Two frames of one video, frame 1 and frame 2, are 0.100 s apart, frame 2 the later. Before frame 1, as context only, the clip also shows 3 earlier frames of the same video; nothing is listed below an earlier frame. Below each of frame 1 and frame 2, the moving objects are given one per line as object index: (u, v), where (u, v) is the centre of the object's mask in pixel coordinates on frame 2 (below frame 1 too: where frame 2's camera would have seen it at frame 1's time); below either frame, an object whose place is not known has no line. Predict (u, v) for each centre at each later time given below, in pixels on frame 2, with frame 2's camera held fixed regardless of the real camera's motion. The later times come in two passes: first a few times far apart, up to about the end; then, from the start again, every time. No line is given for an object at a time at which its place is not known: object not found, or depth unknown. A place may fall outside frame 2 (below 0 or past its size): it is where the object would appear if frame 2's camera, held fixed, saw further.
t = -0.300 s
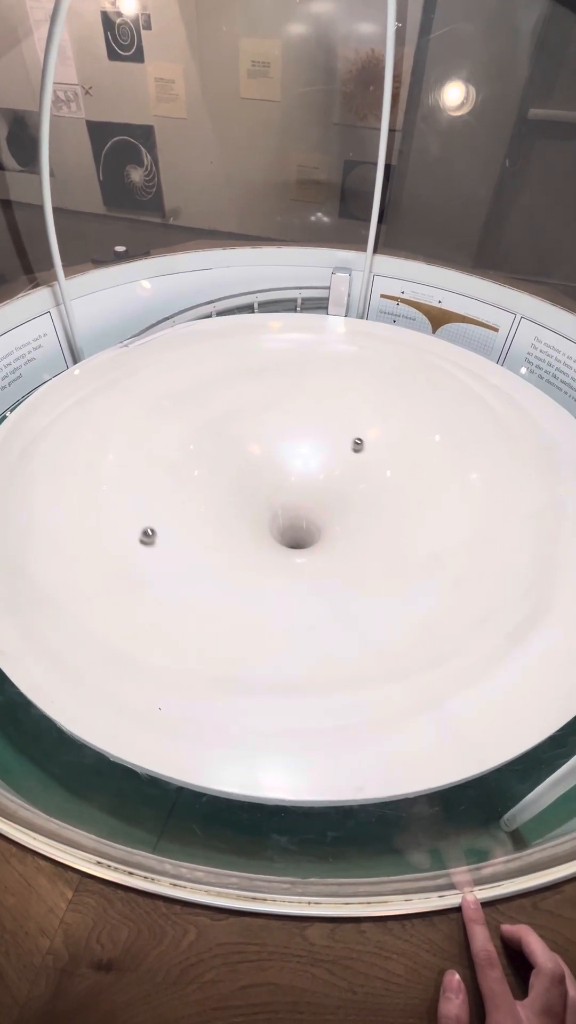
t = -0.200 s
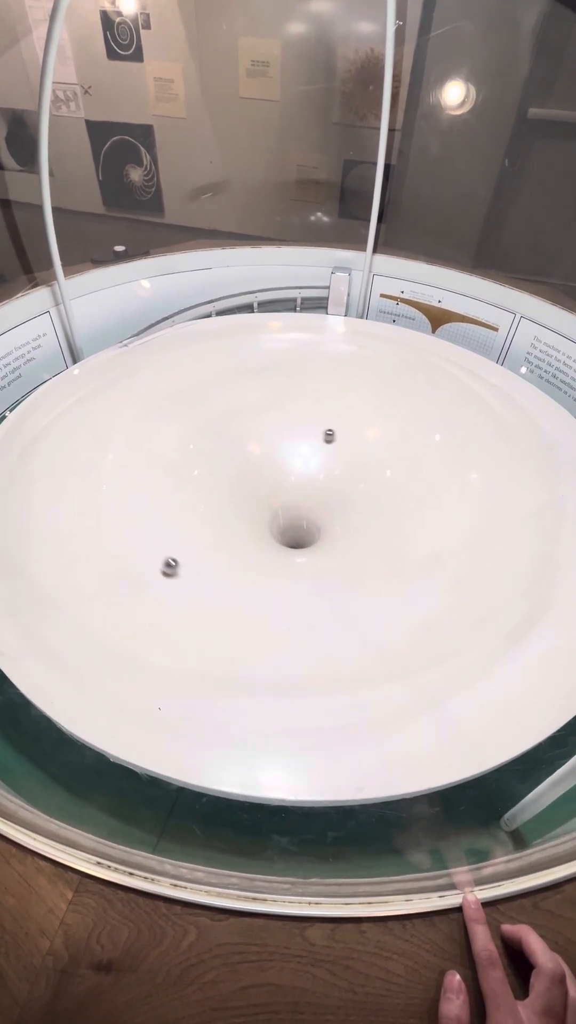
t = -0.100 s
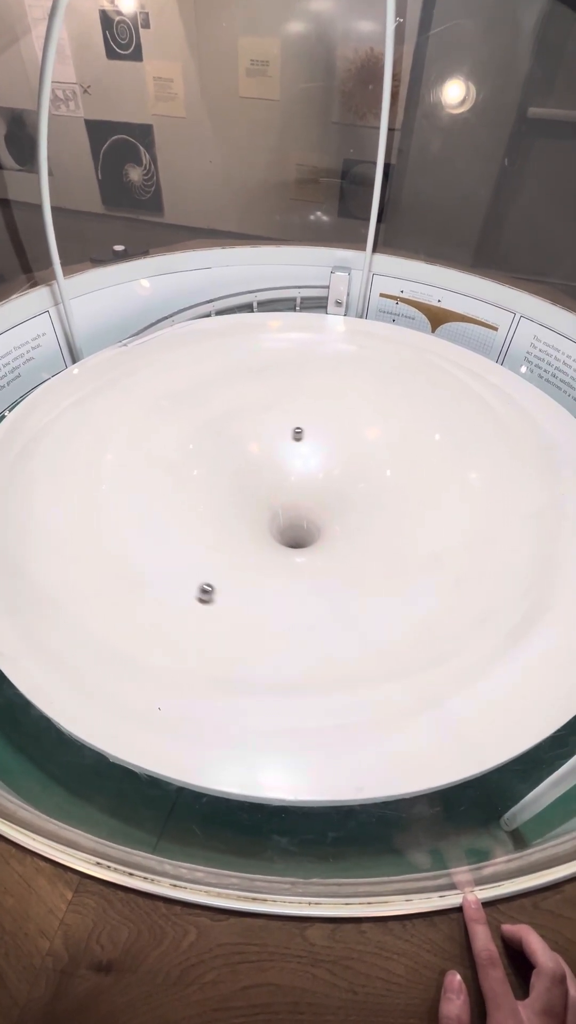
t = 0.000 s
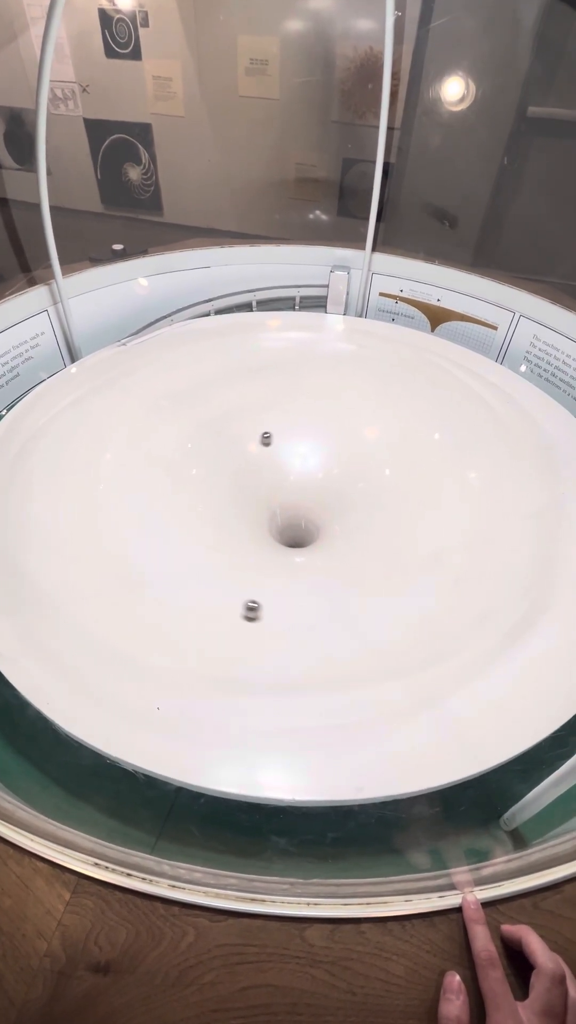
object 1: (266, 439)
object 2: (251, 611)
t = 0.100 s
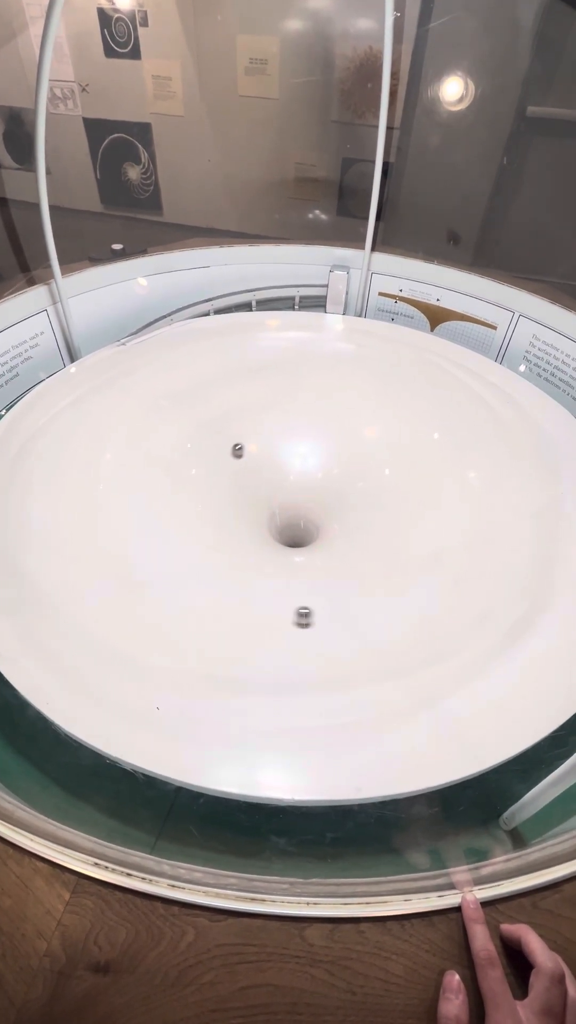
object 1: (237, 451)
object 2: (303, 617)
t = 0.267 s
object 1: (206, 485)
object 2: (385, 601)
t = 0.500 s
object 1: (220, 545)
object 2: (450, 543)
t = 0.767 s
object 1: (311, 575)
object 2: (439, 466)
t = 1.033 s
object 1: (384, 537)
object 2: (367, 412)
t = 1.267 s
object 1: (375, 481)
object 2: (287, 392)
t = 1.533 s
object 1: (300, 439)
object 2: (198, 403)
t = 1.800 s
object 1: (221, 445)
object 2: (135, 448)
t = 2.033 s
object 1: (190, 487)
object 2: (126, 512)
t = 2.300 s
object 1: (234, 550)
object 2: (201, 585)
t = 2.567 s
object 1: (343, 555)
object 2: (341, 598)
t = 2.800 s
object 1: (389, 503)
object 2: (430, 546)
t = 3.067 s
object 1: (355, 444)
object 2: (442, 467)
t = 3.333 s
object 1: (282, 431)
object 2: (386, 409)
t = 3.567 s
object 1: (224, 460)
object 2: (315, 388)
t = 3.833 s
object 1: (218, 530)
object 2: (230, 397)
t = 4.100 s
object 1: (305, 571)
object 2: (162, 443)
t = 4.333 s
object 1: (380, 548)
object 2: (144, 511)
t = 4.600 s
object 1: (386, 490)
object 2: (209, 589)
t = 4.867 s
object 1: (316, 448)
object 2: (341, 609)
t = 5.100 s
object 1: (239, 449)
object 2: (430, 566)
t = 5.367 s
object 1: (191, 491)
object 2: (447, 489)
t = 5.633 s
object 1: (226, 551)
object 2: (390, 426)
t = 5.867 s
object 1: (317, 564)
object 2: (313, 399)
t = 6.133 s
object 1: (379, 510)
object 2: (221, 401)
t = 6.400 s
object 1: (345, 447)
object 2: (150, 439)
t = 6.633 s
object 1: (282, 429)
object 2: (129, 499)
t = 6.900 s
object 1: (221, 457)
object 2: (186, 574)
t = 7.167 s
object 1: (220, 526)
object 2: (319, 599)
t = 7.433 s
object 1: (313, 564)
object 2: (424, 546)
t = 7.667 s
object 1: (386, 534)
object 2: (439, 477)
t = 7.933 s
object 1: (385, 477)
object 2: (390, 415)
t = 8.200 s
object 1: (313, 445)
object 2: (309, 390)
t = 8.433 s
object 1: (239, 456)
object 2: (235, 398)
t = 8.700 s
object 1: (202, 510)
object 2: (167, 442)
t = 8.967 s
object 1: (255, 564)
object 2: (152, 519)
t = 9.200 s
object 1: (341, 561)
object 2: (214, 586)
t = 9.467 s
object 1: (378, 503)
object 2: (345, 604)
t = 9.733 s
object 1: (324, 447)
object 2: (436, 551)
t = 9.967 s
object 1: (255, 437)
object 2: (442, 485)
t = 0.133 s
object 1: (229, 456)
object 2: (321, 617)
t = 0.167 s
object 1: (222, 462)
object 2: (339, 615)
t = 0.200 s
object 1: (216, 469)
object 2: (355, 611)
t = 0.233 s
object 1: (211, 477)
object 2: (371, 607)
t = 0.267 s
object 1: (206, 485)
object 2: (385, 601)
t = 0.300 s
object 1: (204, 493)
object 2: (399, 595)
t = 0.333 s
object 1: (202, 502)
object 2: (411, 588)
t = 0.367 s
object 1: (203, 511)
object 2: (422, 579)
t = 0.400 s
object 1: (204, 520)
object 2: (431, 571)
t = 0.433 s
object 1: (208, 528)
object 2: (439, 562)
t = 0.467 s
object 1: (213, 537)
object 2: (445, 552)
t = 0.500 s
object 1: (220, 545)
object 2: (450, 543)
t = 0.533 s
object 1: (227, 552)
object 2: (453, 533)
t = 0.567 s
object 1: (237, 559)
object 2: (455, 523)
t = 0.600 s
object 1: (248, 564)
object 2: (455, 513)
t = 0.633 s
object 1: (259, 569)
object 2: (454, 503)
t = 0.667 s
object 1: (272, 572)
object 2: (452, 494)
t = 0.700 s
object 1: (285, 574)
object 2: (449, 484)
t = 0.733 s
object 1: (298, 575)
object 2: (444, 475)
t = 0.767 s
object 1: (311, 575)
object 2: (439, 466)
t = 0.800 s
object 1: (323, 573)
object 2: (432, 458)
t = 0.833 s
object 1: (335, 571)
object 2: (425, 450)
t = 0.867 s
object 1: (346, 567)
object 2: (417, 442)
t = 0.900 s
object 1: (356, 563)
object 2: (408, 435)
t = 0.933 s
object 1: (366, 557)
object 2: (398, 428)
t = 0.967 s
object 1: (373, 551)
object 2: (388, 422)
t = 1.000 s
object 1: (379, 544)
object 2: (378, 417)
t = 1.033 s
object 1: (384, 537)
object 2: (367, 412)
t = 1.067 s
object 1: (387, 529)
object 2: (356, 407)
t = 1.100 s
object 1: (389, 521)
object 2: (345, 403)
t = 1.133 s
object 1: (389, 513)
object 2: (334, 400)
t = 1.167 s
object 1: (388, 505)
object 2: (322, 397)
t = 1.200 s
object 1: (385, 497)
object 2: (310, 395)
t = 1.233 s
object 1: (380, 489)
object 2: (299, 393)
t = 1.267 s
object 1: (375, 481)
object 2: (287, 392)
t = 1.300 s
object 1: (368, 474)
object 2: (275, 392)
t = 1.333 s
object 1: (360, 467)
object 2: (264, 392)
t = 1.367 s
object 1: (351, 460)
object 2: (252, 392)
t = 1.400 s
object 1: (342, 454)
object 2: (241, 393)
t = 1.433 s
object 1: (332, 449)
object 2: (230, 395)
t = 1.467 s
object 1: (321, 445)
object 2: (219, 397)
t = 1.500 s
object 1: (310, 442)
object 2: (208, 400)
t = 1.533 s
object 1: (300, 439)
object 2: (198, 403)
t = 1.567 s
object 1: (289, 437)
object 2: (188, 407)
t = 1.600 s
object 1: (278, 436)
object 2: (179, 411)
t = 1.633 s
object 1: (267, 436)
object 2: (170, 416)
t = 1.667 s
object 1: (257, 436)
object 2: (162, 421)
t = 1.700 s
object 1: (248, 438)
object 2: (154, 427)
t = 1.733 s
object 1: (238, 439)
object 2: (147, 433)
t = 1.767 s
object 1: (230, 442)
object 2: (140, 440)
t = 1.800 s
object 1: (221, 445)
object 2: (135, 448)
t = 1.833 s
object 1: (214, 449)
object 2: (130, 456)
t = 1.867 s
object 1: (207, 454)
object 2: (127, 464)
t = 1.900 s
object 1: (202, 460)
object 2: (124, 473)
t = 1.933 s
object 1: (197, 466)
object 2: (122, 482)
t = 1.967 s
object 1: (193, 472)
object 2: (122, 492)
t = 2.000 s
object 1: (191, 480)
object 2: (123, 502)
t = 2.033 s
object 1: (190, 487)
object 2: (126, 512)
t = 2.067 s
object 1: (190, 495)
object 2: (130, 522)
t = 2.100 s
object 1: (191, 503)
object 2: (135, 532)
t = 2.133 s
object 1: (195, 511)
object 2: (142, 542)
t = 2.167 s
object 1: (199, 520)
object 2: (151, 552)
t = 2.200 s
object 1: (205, 528)
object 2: (162, 561)
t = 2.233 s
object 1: (213, 536)
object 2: (174, 569)
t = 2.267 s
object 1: (223, 543)
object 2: (187, 578)
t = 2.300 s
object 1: (234, 550)
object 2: (201, 585)
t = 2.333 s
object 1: (246, 556)
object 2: (217, 591)
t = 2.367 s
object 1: (259, 560)
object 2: (234, 596)
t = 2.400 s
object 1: (273, 563)
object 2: (251, 600)
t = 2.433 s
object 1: (288, 564)
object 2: (269, 602)
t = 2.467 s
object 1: (302, 564)
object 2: (287, 603)
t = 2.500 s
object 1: (317, 562)
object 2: (306, 603)
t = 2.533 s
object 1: (330, 559)
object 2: (324, 601)
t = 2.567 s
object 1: (343, 555)
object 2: (341, 598)
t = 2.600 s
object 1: (354, 549)
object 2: (358, 593)
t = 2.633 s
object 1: (364, 543)
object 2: (373, 587)
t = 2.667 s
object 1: (372, 536)
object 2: (388, 580)
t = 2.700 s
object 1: (379, 528)
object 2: (400, 573)
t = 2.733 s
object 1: (384, 520)
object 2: (412, 564)
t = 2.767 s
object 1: (387, 511)
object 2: (422, 555)
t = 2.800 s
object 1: (389, 503)
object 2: (430, 546)
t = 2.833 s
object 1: (389, 494)
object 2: (436, 536)
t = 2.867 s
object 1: (387, 485)
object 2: (442, 526)
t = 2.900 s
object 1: (385, 477)
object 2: (445, 516)
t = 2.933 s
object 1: (381, 470)
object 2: (447, 506)
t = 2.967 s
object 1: (376, 462)
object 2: (448, 496)
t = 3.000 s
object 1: (370, 456)
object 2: (447, 486)
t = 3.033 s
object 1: (363, 449)
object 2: (445, 476)
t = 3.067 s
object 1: (355, 444)
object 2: (442, 467)
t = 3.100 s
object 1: (347, 440)
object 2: (438, 458)
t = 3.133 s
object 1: (339, 436)
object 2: (433, 449)
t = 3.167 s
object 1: (330, 433)
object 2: (427, 441)
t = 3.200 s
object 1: (320, 431)
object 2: (420, 434)
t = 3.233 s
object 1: (311, 430)
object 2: (412, 427)
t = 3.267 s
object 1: (301, 429)
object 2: (404, 420)
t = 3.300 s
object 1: (292, 429)
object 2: (395, 414)
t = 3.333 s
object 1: (282, 431)
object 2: (386, 409)
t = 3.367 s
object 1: (273, 433)
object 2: (377, 404)
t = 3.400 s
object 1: (263, 435)
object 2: (367, 400)
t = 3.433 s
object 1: (254, 439)
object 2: (357, 396)
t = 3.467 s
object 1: (246, 443)
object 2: (347, 393)
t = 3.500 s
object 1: (238, 448)
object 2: (337, 391)
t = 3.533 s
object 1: (231, 454)
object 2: (326, 389)
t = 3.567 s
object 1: (224, 460)
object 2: (315, 388)
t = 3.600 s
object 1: (219, 468)
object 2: (305, 387)
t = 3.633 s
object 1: (215, 476)
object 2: (294, 387)
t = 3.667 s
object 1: (211, 484)
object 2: (283, 387)
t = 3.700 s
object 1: (209, 493)
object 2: (272, 388)
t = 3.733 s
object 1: (209, 503)
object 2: (262, 390)
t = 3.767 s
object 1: (211, 512)
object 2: (251, 392)
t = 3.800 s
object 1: (214, 521)
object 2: (240, 394)
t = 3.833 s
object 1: (218, 530)
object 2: (230, 397)
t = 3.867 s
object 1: (225, 539)
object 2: (220, 401)
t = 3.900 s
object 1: (233, 547)
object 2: (210, 405)
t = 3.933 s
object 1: (243, 554)
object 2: (201, 410)
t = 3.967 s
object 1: (254, 560)
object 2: (192, 416)
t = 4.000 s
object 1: (266, 565)
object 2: (184, 422)
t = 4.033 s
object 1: (279, 568)
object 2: (175, 428)
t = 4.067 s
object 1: (291, 570)
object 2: (168, 436)
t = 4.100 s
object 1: (305, 571)
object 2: (162, 443)
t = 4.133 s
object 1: (318, 571)
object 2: (156, 452)
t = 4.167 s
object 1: (331, 569)
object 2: (151, 460)
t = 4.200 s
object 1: (343, 567)
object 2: (147, 470)
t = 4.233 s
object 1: (354, 563)
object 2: (145, 479)
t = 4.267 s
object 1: (363, 559)
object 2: (143, 490)
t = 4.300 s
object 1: (372, 553)
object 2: (143, 500)
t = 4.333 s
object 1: (380, 548)
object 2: (144, 511)
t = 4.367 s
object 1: (386, 541)
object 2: (147, 521)
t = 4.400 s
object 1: (390, 534)
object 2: (151, 532)
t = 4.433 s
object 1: (393, 527)
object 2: (157, 543)
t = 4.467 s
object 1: (395, 520)
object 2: (164, 553)
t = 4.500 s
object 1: (395, 512)
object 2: (173, 563)
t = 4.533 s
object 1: (394, 505)
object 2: (183, 572)
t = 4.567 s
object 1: (391, 497)
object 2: (195, 581)
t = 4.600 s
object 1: (386, 490)
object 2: (209, 589)
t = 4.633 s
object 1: (381, 483)
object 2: (224, 596)
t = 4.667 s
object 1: (374, 476)
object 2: (239, 602)
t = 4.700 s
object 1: (366, 470)
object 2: (255, 606)
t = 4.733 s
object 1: (357, 464)
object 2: (272, 610)
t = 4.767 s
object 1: (348, 459)
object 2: (289, 612)
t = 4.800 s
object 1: (337, 455)
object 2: (307, 612)
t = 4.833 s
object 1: (327, 451)
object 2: (324, 612)
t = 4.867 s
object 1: (316, 448)
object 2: (341, 609)
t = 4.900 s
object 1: (304, 445)
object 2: (357, 606)
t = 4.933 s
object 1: (292, 444)
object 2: (373, 601)
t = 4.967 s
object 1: (281, 443)
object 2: (387, 596)
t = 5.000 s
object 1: (270, 444)
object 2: (400, 589)
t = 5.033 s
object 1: (259, 445)
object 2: (411, 582)
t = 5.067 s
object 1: (249, 446)
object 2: (421, 574)
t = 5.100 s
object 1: (239, 449)
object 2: (430, 566)
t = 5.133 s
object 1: (230, 452)
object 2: (437, 556)
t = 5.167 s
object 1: (222, 456)
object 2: (443, 547)
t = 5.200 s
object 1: (214, 460)
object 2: (447, 537)
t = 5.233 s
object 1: (207, 465)
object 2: (450, 528)
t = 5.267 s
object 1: (202, 471)
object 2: (451, 518)
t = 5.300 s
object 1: (197, 477)
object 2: (451, 508)
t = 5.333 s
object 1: (194, 484)
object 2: (450, 499)
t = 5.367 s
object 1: (191, 491)
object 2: (447, 489)
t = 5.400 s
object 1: (191, 498)
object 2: (443, 480)
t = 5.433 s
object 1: (191, 506)
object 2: (438, 471)
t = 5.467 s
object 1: (193, 514)
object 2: (432, 463)
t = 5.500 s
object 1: (197, 522)
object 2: (425, 454)
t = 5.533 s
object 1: (202, 530)
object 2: (417, 447)
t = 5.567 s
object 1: (208, 537)
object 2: (409, 439)
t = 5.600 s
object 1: (217, 544)
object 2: (399, 433)
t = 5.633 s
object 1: (226, 551)
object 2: (390, 426)
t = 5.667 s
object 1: (237, 556)
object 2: (379, 421)
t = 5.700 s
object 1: (249, 561)
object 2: (369, 415)
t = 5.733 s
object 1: (262, 564)
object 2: (358, 411)
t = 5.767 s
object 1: (276, 566)
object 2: (347, 407)
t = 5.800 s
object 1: (290, 567)
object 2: (336, 403)
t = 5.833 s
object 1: (304, 566)
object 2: (324, 401)
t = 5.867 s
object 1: (317, 564)
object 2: (313, 399)
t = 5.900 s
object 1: (330, 560)
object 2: (301, 397)
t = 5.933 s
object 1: (342, 555)
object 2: (289, 396)
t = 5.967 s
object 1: (352, 549)
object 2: (278, 395)
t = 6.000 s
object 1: (360, 543)
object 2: (266, 396)
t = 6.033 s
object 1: (368, 535)
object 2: (255, 396)
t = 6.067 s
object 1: (374, 527)
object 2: (243, 397)
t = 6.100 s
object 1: (377, 519)
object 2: (232, 399)
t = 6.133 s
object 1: (379, 510)
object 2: (221, 401)
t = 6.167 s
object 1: (380, 501)
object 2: (211, 404)
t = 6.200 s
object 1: (379, 492)
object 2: (201, 407)
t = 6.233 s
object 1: (376, 483)
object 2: (191, 411)
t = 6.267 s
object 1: (372, 475)
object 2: (182, 415)
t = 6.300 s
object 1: (366, 467)
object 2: (173, 421)
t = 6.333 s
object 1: (360, 459)
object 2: (165, 426)
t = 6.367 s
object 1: (353, 452)
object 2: (157, 432)
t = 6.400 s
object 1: (345, 447)
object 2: (150, 439)
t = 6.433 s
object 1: (337, 441)
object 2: (144, 446)
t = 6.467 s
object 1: (328, 437)
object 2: (139, 454)
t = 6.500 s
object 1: (319, 434)
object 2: (135, 462)
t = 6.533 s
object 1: (310, 431)
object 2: (132, 471)
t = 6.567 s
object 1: (301, 429)
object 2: (130, 480)
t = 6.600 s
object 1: (292, 429)
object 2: (129, 489)
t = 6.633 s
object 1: (282, 429)
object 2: (129, 499)
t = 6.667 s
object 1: (273, 429)
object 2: (131, 509)
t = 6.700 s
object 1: (264, 431)
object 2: (134, 519)
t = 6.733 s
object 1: (256, 433)
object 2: (139, 529)
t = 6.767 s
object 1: (247, 436)
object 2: (145, 538)
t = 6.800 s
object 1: (240, 440)
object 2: (153, 548)
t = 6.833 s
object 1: (233, 445)
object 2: (162, 557)
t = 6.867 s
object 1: (227, 450)
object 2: (174, 566)
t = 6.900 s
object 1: (221, 457)
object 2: (186, 574)
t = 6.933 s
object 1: (216, 463)
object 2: (200, 581)
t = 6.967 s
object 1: (212, 471)
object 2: (215, 587)
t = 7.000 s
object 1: (210, 480)
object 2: (231, 593)
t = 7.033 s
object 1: (209, 489)
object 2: (248, 597)
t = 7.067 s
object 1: (209, 498)
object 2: (266, 600)
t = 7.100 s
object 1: (211, 507)
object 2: (284, 601)
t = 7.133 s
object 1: (215, 516)
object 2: (302, 601)
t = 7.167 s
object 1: (220, 526)
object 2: (319, 599)
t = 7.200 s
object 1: (227, 535)
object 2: (337, 596)
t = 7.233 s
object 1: (236, 543)
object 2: (353, 592)
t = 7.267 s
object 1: (247, 550)
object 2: (368, 586)
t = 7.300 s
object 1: (259, 556)
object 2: (382, 580)
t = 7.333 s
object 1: (271, 560)
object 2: (395, 572)
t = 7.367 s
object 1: (285, 563)
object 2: (406, 564)
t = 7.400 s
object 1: (299, 564)
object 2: (416, 555)
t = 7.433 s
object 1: (313, 564)
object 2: (424, 546)
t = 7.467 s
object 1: (327, 563)
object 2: (431, 536)
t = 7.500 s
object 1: (340, 560)
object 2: (436, 526)
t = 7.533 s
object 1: (351, 557)
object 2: (440, 516)
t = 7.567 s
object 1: (362, 552)
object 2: (442, 506)
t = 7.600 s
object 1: (371, 547)
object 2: (442, 496)
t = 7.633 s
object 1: (379, 541)
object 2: (441, 486)
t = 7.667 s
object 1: (386, 534)
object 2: (439, 477)
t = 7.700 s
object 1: (391, 527)
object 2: (436, 467)
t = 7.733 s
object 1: (395, 520)
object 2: (432, 458)
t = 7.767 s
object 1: (397, 513)
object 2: (427, 450)
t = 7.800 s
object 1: (397, 505)
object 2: (421, 442)
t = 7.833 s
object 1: (396, 498)
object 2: (414, 434)
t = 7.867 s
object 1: (394, 491)
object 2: (406, 427)
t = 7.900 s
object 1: (390, 484)
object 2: (398, 421)
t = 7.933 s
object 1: (385, 477)
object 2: (390, 415)
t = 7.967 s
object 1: (378, 471)
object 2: (380, 410)
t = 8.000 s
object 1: (371, 465)
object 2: (371, 405)
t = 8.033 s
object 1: (363, 460)
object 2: (361, 401)
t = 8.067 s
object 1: (354, 456)
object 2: (351, 398)
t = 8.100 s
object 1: (344, 452)
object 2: (341, 395)
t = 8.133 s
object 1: (334, 449)
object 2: (331, 392)
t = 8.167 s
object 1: (324, 446)
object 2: (320, 391)
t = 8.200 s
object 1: (313, 445)
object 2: (309, 390)
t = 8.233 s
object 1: (301, 444)
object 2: (299, 389)
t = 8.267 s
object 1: (290, 444)
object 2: (288, 389)
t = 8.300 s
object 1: (280, 445)
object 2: (277, 389)
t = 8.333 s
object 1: (269, 447)
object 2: (267, 391)
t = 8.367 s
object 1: (258, 449)
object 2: (256, 393)
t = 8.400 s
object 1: (248, 452)
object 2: (246, 395)
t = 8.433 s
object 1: (239, 456)
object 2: (235, 398)
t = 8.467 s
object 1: (230, 461)
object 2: (225, 401)
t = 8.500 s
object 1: (223, 467)
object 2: (216, 405)
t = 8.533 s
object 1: (216, 472)
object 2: (206, 410)
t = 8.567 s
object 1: (210, 479)
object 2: (197, 415)
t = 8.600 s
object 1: (206, 486)
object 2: (189, 421)
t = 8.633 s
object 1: (203, 494)
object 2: (181, 427)
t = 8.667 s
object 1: (202, 502)
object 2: (174, 434)
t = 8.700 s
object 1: (202, 510)
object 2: (167, 442)
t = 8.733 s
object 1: (203, 518)
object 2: (162, 450)
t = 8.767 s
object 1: (206, 526)
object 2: (157, 458)
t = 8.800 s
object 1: (211, 534)
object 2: (153, 468)
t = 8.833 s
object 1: (217, 542)
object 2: (150, 477)
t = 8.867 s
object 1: (225, 548)
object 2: (149, 487)
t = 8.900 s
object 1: (234, 554)
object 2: (149, 498)
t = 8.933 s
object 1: (244, 560)
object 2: (150, 508)
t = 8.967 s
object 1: (255, 564)
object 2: (152, 519)
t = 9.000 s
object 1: (267, 568)
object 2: (156, 530)
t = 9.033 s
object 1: (280, 570)
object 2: (162, 540)
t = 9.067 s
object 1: (293, 571)
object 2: (170, 550)
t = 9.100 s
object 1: (306, 570)
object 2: (178, 560)
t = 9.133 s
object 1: (318, 568)
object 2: (189, 570)
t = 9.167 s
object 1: (330, 565)
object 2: (201, 578)
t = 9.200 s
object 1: (341, 561)
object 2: (214, 586)
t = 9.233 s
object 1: (350, 556)
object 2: (229, 593)
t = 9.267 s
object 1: (359, 550)
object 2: (244, 598)
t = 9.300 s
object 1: (366, 543)
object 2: (261, 602)
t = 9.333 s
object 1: (372, 536)
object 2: (277, 605)
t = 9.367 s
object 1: (375, 528)
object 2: (295, 607)
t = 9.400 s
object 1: (378, 520)
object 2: (312, 608)
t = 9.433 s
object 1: (378, 512)
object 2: (329, 607)
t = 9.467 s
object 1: (378, 503)
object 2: (345, 604)
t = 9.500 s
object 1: (375, 495)
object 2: (361, 601)
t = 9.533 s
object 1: (371, 486)
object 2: (375, 596)
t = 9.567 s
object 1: (365, 478)
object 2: (389, 590)
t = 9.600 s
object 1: (358, 471)
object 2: (401, 584)
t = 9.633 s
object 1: (351, 463)
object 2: (412, 576)
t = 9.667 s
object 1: (342, 457)
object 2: (422, 568)
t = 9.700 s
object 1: (333, 451)
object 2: (430, 560)
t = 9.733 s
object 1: (324, 447)
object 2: (436, 551)
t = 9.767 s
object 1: (314, 443)
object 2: (441, 542)
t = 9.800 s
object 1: (303, 439)
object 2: (445, 532)
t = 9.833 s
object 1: (293, 437)
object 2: (447, 523)
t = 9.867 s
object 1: (284, 436)
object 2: (448, 513)
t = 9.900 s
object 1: (274, 435)
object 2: (447, 504)
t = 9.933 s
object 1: (264, 435)
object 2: (445, 494)
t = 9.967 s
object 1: (255, 437)
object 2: (442, 485)
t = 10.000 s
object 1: (246, 438)
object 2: (438, 476)
